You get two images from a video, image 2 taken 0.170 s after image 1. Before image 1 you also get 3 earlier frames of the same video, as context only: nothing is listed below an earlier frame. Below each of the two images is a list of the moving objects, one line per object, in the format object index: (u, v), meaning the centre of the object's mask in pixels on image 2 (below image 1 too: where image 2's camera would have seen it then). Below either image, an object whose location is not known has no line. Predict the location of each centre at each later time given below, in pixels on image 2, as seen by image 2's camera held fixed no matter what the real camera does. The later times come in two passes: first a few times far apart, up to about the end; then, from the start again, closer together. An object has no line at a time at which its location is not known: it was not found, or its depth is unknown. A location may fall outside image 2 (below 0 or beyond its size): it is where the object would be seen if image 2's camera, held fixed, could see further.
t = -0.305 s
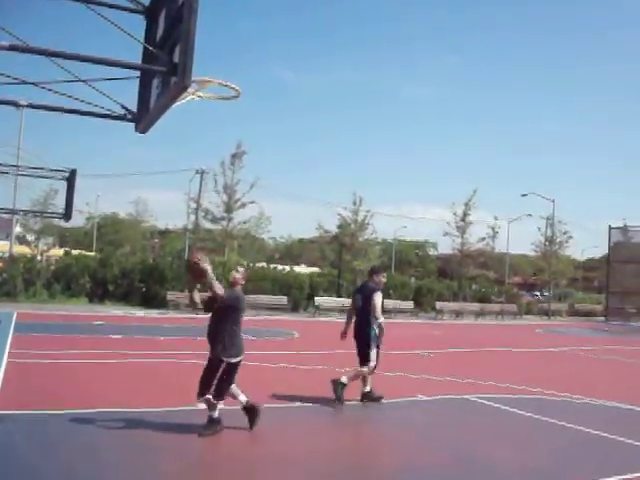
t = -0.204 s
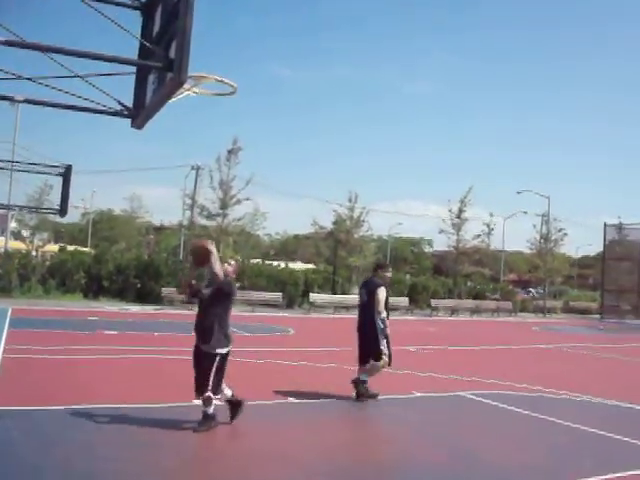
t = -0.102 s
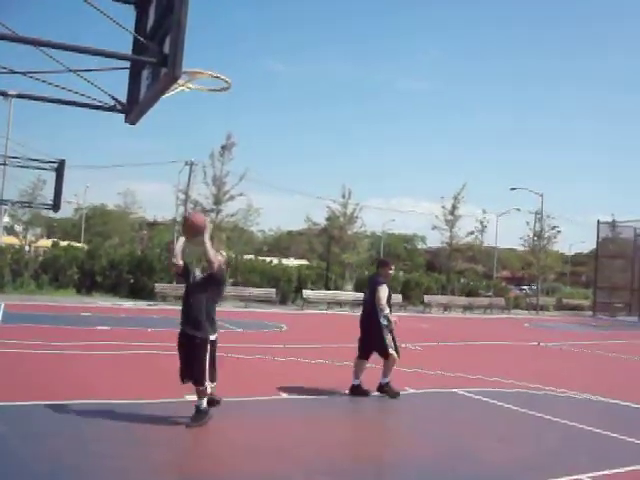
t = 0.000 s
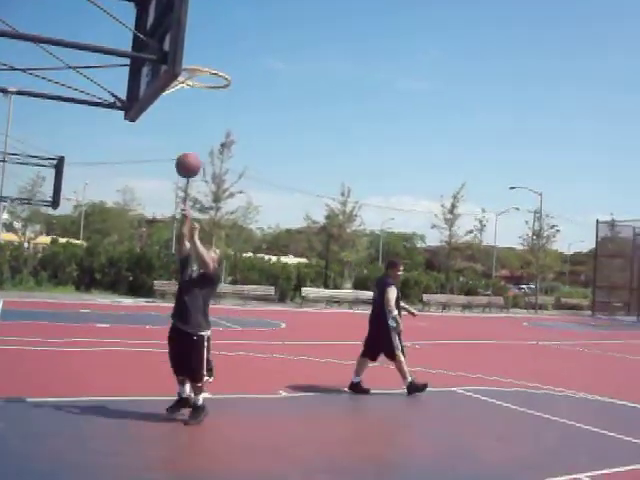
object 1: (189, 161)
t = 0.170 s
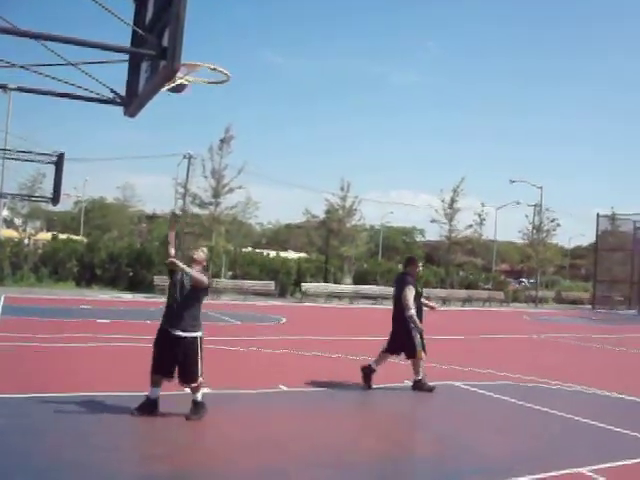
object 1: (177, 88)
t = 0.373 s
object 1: (184, 35)
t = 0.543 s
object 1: (192, 43)
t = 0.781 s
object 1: (212, 91)
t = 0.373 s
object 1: (184, 35)
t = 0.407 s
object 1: (185, 34)
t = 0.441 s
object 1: (186, 33)
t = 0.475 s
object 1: (188, 36)
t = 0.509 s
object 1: (190, 37)
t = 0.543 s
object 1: (192, 43)
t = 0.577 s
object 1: (195, 50)
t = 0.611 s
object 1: (199, 56)
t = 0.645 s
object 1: (203, 66)
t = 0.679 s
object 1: (206, 81)
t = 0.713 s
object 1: (208, 82)
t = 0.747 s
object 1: (211, 85)
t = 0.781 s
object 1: (212, 91)
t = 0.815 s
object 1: (215, 98)
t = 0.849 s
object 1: (217, 104)
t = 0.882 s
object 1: (219, 113)
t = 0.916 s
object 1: (220, 123)
